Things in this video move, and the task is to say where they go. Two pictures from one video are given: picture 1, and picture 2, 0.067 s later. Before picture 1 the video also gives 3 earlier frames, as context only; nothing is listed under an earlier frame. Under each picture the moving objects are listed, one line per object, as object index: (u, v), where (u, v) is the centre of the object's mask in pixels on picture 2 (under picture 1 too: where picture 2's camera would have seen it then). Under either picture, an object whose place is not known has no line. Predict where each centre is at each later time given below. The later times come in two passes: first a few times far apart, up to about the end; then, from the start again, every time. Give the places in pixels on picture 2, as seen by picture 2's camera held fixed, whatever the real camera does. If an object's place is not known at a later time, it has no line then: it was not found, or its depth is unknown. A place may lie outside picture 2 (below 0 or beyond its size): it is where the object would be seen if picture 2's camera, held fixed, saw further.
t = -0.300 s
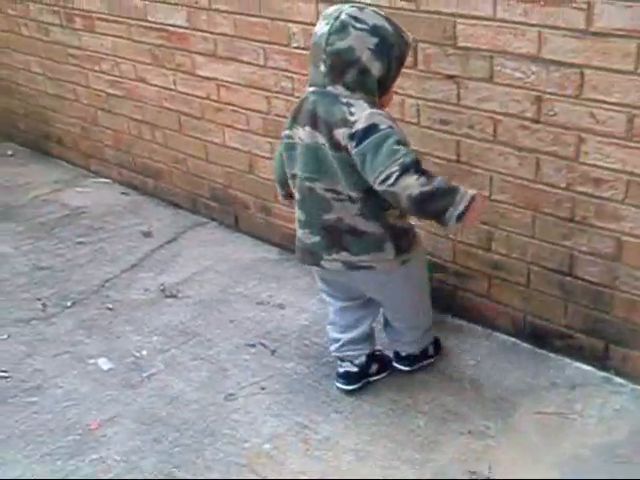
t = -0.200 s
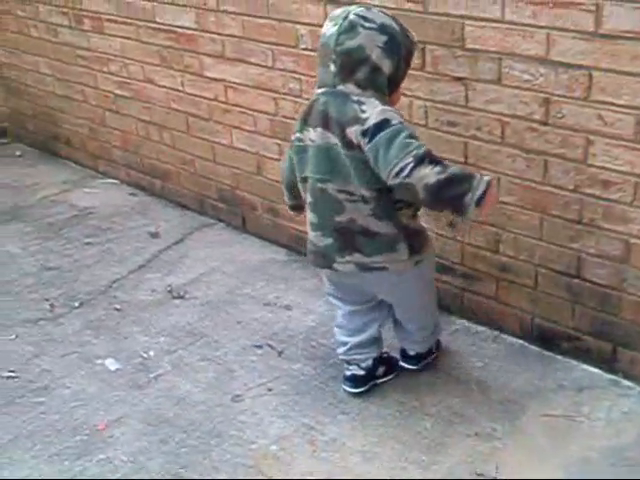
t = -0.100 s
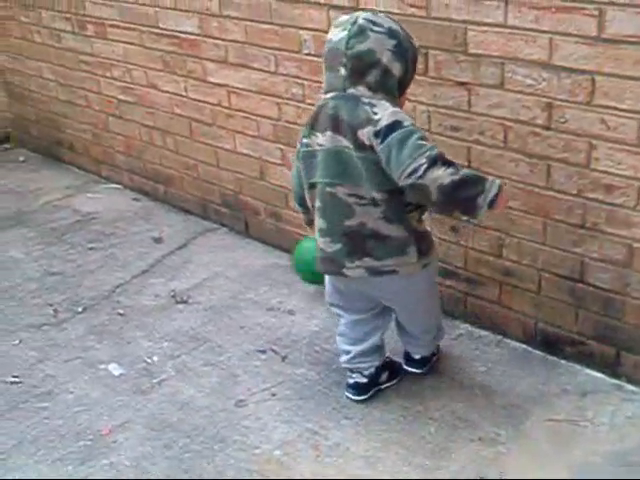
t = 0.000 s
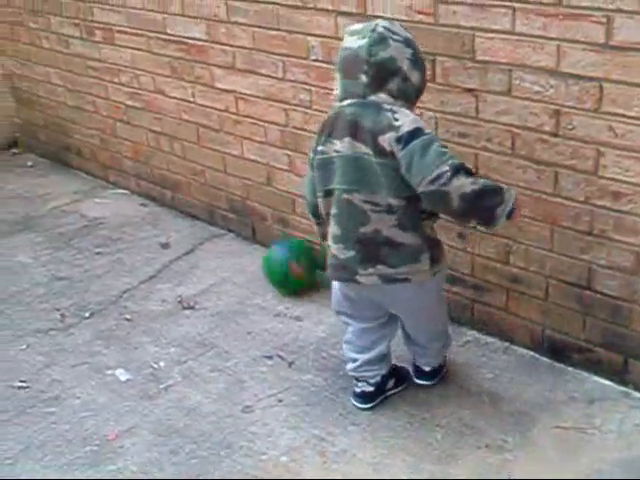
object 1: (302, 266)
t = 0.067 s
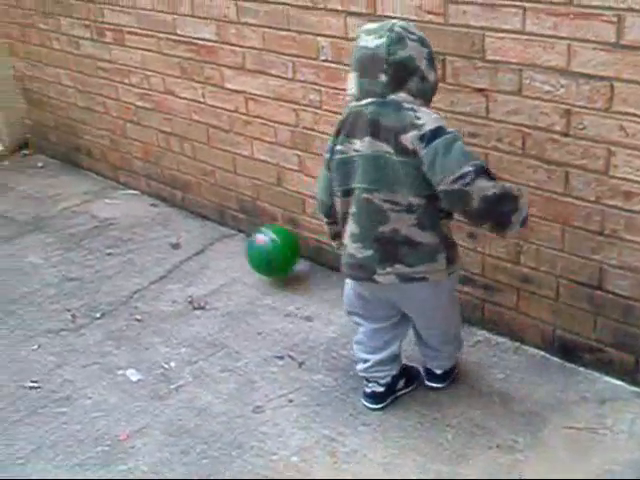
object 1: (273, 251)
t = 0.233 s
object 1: (211, 239)
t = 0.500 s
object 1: (122, 223)
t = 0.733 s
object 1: (54, 216)
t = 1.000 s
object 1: (-18, 210)
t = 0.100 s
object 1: (260, 249)
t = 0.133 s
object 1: (249, 250)
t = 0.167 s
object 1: (238, 249)
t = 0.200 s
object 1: (223, 243)
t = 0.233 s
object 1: (211, 239)
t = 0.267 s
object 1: (199, 238)
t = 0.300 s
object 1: (189, 239)
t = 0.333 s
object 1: (176, 234)
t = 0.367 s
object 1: (164, 229)
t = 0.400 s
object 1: (155, 228)
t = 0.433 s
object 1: (144, 229)
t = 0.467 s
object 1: (134, 230)
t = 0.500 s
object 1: (122, 223)
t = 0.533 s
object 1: (112, 220)
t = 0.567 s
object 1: (103, 220)
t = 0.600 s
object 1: (94, 223)
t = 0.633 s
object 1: (83, 220)
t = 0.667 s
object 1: (74, 218)
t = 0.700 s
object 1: (64, 217)
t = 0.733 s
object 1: (54, 216)
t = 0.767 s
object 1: (45, 215)
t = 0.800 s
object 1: (36, 215)
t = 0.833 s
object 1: (27, 214)
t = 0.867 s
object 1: (17, 212)
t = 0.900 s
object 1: (9, 212)
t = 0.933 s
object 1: (-1, 210)
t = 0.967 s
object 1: (-10, 209)
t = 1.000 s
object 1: (-18, 210)
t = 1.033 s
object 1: (-27, 208)
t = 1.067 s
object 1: (-37, 208)
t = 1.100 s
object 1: (-47, 206)
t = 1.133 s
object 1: (-55, 206)
